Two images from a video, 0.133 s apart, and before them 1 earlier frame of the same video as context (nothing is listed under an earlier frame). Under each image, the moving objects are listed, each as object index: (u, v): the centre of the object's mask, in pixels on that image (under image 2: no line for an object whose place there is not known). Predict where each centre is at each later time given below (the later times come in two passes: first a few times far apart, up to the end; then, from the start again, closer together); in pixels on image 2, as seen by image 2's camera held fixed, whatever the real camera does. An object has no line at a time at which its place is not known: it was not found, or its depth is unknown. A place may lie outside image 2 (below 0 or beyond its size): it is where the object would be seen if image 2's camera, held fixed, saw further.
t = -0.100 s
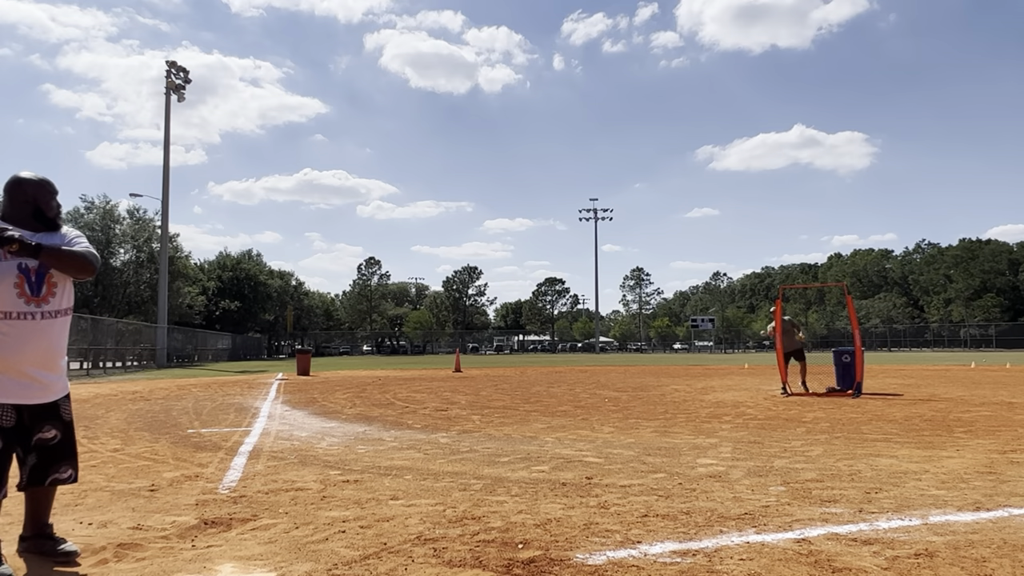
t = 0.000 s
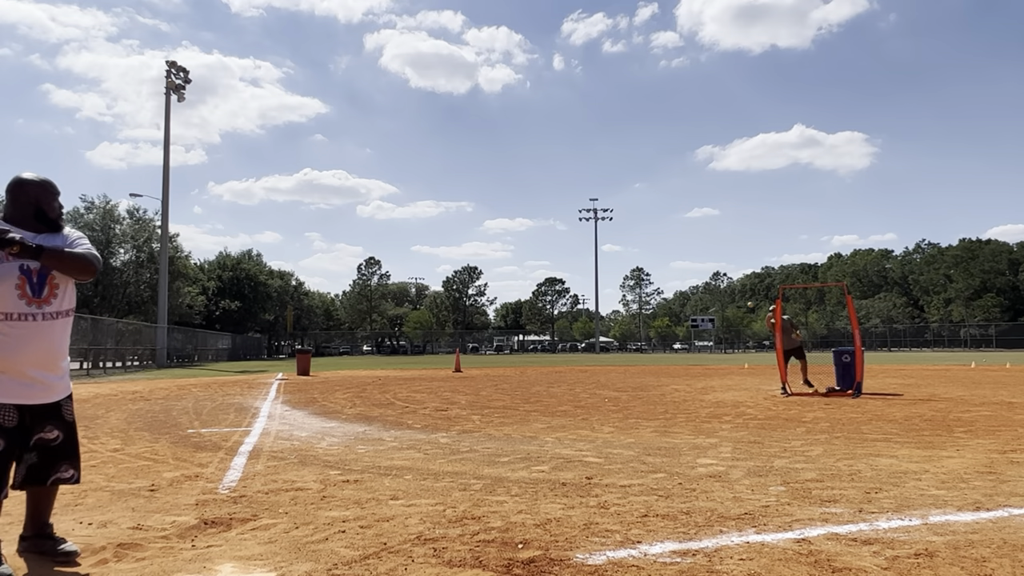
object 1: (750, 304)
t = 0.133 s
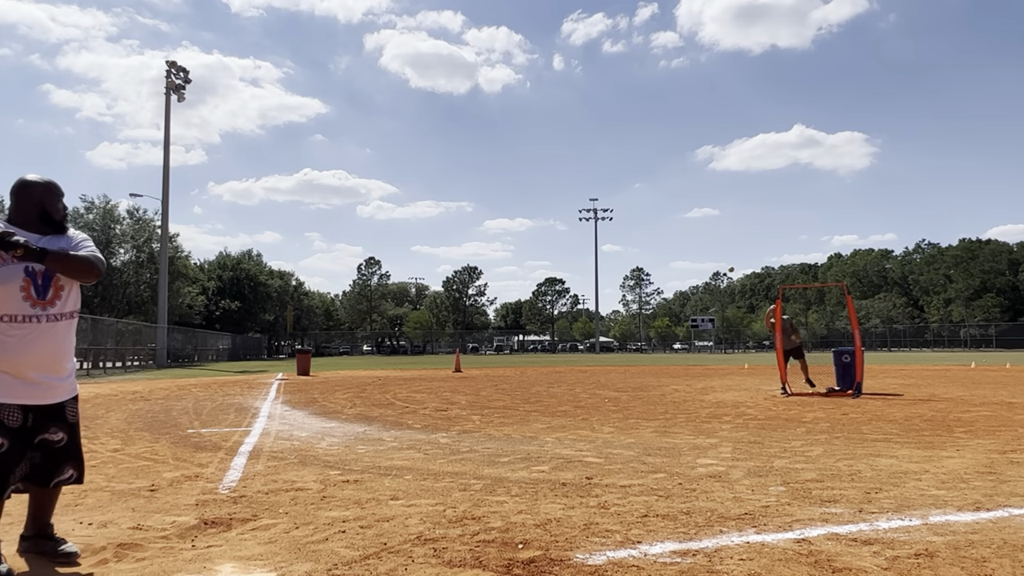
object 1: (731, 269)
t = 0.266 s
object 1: (707, 238)
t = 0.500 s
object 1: (652, 199)
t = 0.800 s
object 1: (528, 206)
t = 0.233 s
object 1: (713, 245)
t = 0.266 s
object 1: (707, 238)
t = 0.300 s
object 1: (701, 231)
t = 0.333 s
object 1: (694, 225)
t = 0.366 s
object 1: (686, 218)
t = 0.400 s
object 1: (679, 213)
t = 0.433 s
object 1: (670, 207)
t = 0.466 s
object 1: (662, 203)
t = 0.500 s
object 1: (652, 199)
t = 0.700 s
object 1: (580, 192)
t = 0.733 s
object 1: (564, 195)
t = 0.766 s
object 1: (547, 199)
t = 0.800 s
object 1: (528, 206)
